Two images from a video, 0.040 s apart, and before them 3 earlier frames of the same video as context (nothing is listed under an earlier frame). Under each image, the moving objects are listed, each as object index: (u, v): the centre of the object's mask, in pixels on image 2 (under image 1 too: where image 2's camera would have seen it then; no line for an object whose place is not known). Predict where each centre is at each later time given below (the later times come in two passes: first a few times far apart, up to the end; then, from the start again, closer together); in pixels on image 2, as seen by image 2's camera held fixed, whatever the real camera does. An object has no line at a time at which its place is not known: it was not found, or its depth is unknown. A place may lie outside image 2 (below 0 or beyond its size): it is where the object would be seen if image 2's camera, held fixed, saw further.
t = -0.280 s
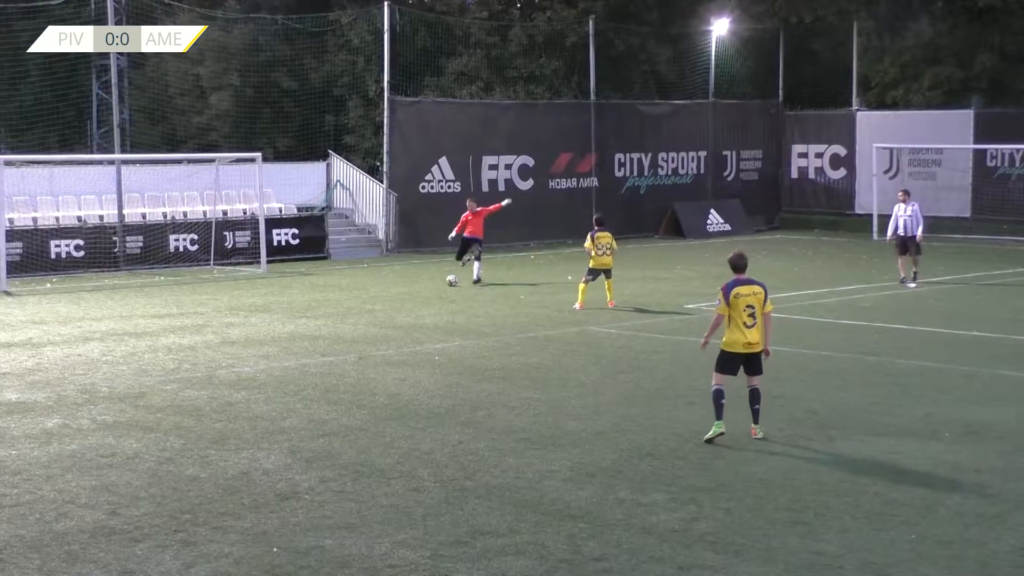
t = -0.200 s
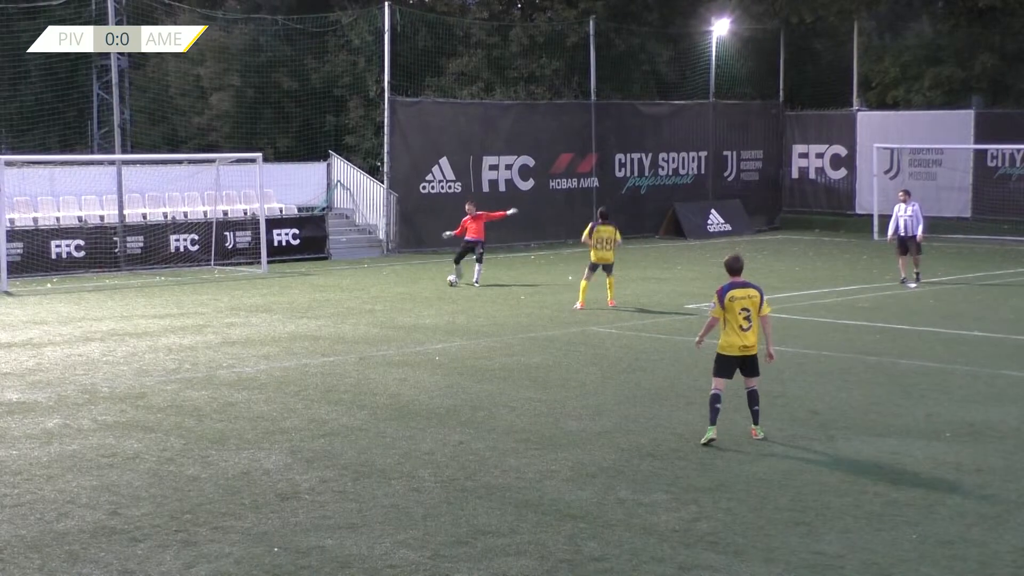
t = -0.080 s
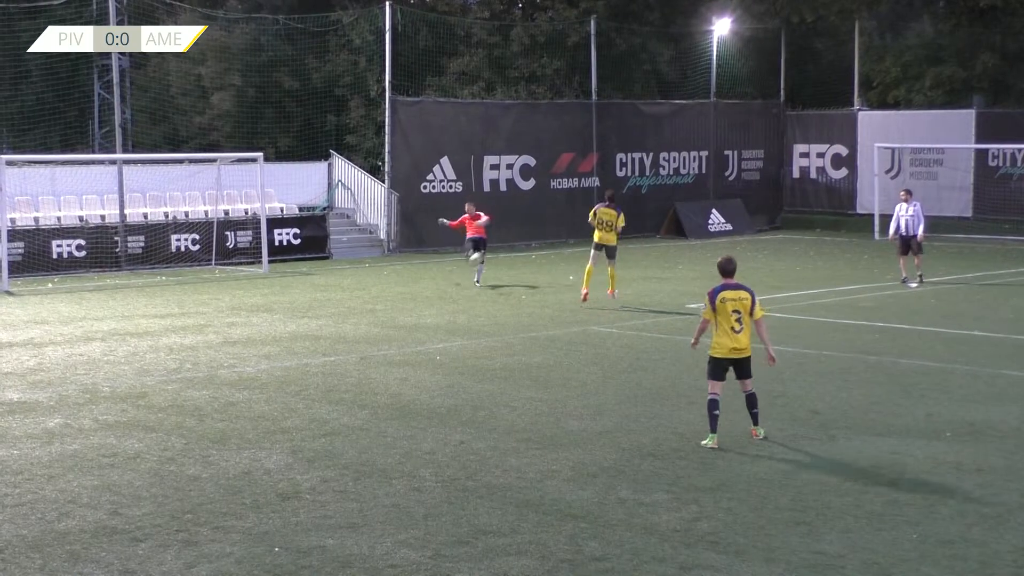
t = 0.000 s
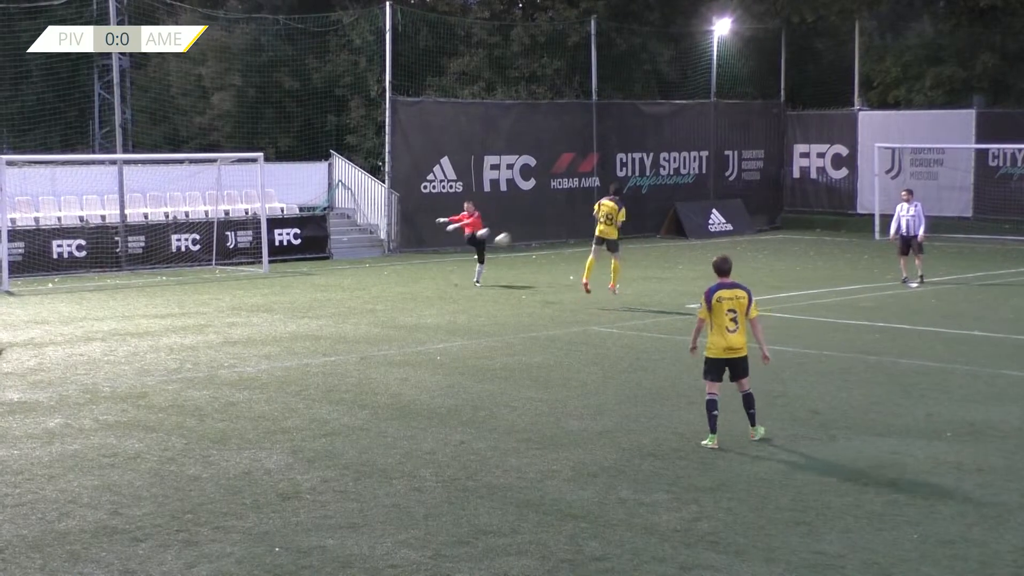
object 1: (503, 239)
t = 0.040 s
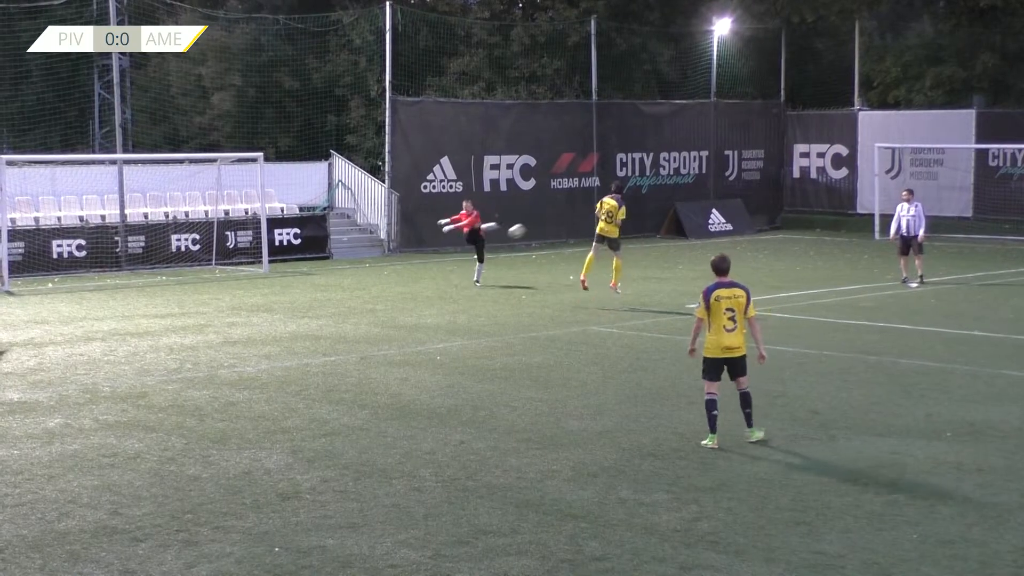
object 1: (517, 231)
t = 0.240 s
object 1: (602, 197)
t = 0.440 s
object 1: (712, 182)
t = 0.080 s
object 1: (531, 223)
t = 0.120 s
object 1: (548, 215)
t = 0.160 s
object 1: (564, 208)
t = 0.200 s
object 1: (582, 202)
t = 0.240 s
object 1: (602, 197)
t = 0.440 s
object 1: (712, 182)
